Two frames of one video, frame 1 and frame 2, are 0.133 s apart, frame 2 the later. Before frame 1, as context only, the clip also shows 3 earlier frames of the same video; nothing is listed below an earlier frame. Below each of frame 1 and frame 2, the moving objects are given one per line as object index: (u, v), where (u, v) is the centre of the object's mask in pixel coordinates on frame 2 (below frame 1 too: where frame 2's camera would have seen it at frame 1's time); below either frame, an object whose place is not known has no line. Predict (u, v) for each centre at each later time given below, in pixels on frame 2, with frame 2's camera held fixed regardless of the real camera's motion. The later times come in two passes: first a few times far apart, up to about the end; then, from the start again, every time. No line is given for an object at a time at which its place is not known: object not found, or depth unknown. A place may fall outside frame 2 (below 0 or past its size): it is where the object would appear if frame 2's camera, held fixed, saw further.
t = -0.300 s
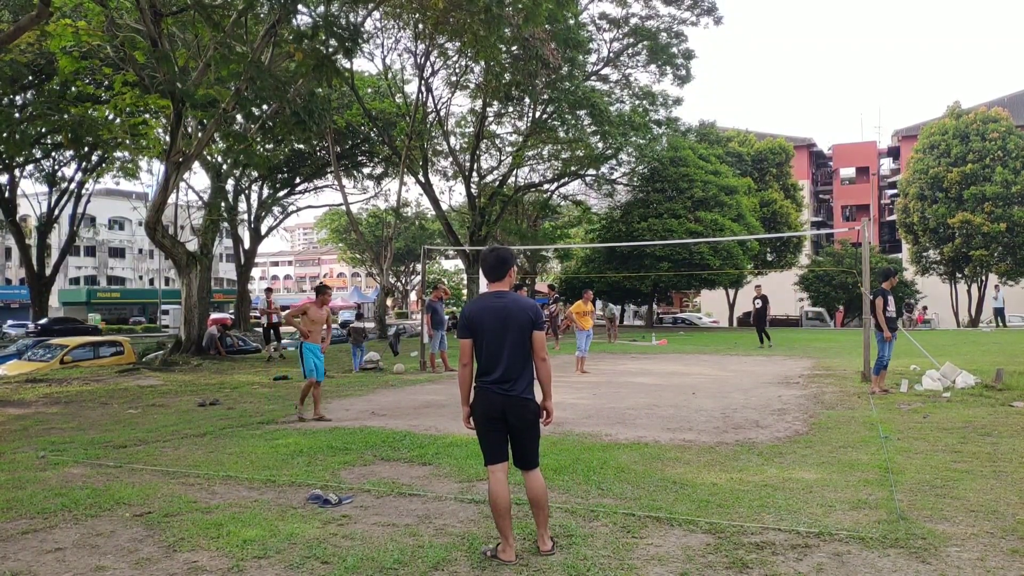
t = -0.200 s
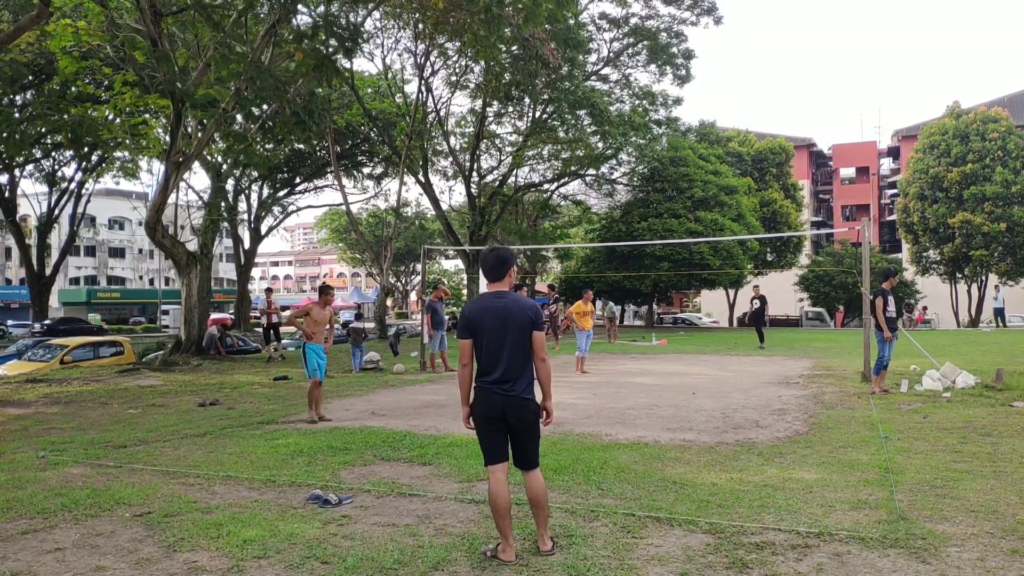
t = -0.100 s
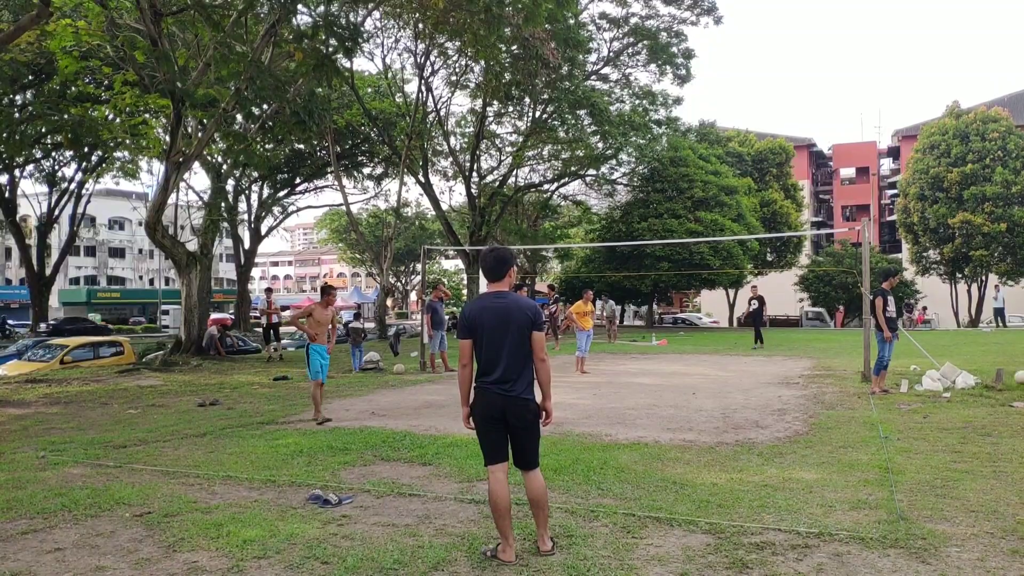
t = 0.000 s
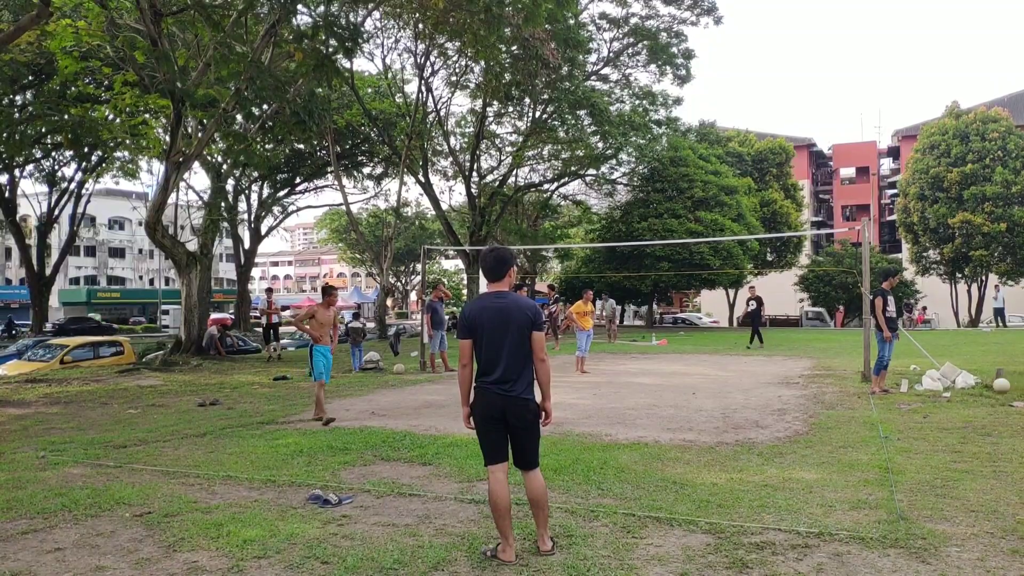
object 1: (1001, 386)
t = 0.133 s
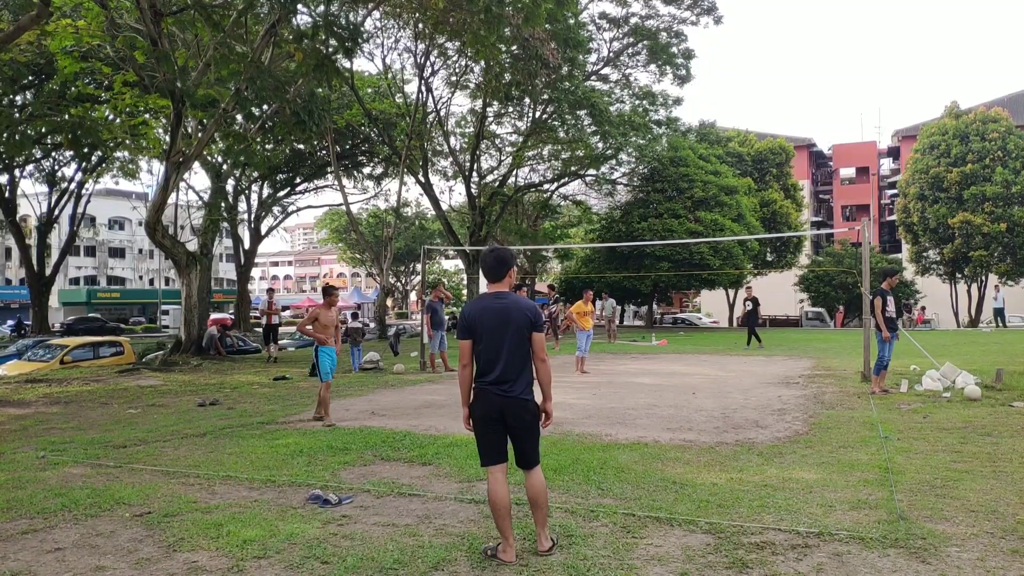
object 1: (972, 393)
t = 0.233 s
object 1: (957, 392)
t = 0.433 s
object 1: (917, 397)
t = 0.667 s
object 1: (866, 406)
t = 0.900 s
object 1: (807, 419)
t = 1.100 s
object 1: (747, 432)
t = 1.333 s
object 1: (666, 453)
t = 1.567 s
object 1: (576, 472)
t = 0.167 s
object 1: (969, 393)
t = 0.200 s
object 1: (963, 392)
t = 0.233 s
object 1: (957, 392)
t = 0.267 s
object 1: (950, 394)
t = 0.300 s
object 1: (944, 396)
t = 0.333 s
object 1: (938, 398)
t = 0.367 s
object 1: (930, 397)
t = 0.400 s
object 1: (924, 397)
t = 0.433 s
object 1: (917, 397)
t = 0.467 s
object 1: (906, 401)
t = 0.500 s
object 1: (903, 403)
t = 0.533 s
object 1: (895, 406)
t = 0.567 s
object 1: (888, 405)
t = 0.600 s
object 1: (881, 404)
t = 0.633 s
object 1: (873, 405)
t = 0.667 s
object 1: (866, 406)
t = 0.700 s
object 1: (858, 408)
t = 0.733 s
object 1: (850, 412)
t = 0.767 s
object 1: (842, 417)
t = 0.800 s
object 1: (833, 417)
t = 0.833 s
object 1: (825, 417)
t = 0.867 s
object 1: (816, 417)
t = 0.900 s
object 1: (807, 419)
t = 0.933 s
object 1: (799, 422)
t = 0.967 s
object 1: (789, 427)
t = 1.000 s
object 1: (780, 432)
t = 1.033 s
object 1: (769, 432)
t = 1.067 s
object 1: (758, 431)
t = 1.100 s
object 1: (747, 432)
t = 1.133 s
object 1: (736, 434)
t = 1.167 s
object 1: (724, 440)
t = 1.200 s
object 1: (714, 444)
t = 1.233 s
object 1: (702, 445)
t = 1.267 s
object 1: (690, 447)
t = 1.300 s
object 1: (678, 450)
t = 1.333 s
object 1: (666, 453)
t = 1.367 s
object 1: (654, 455)
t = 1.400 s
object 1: (641, 456)
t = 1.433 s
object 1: (628, 459)
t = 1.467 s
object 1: (609, 463)
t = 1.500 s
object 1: (603, 465)
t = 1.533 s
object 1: (590, 469)
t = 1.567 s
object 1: (576, 472)
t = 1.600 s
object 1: (562, 471)
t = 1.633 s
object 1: (549, 472)
